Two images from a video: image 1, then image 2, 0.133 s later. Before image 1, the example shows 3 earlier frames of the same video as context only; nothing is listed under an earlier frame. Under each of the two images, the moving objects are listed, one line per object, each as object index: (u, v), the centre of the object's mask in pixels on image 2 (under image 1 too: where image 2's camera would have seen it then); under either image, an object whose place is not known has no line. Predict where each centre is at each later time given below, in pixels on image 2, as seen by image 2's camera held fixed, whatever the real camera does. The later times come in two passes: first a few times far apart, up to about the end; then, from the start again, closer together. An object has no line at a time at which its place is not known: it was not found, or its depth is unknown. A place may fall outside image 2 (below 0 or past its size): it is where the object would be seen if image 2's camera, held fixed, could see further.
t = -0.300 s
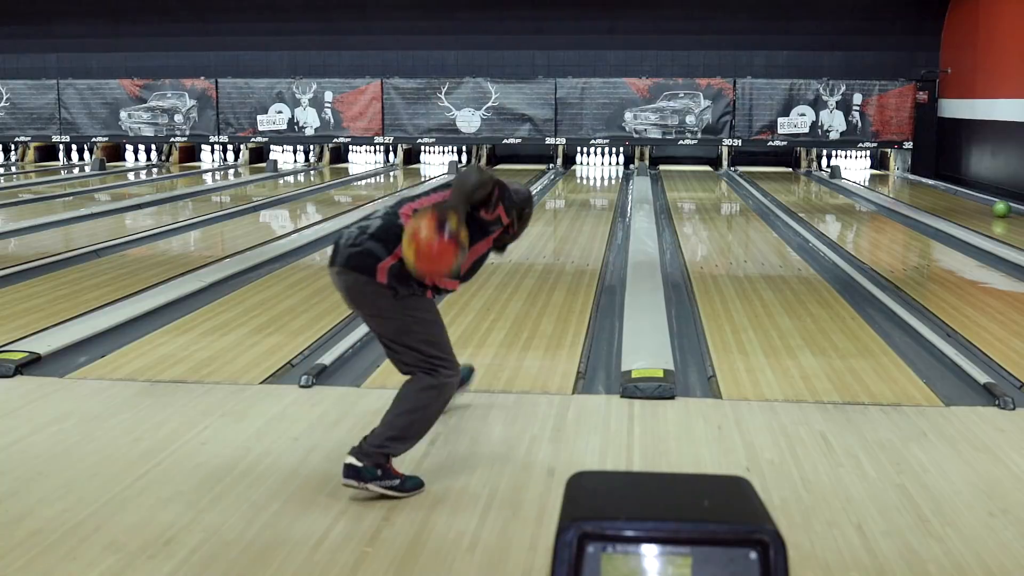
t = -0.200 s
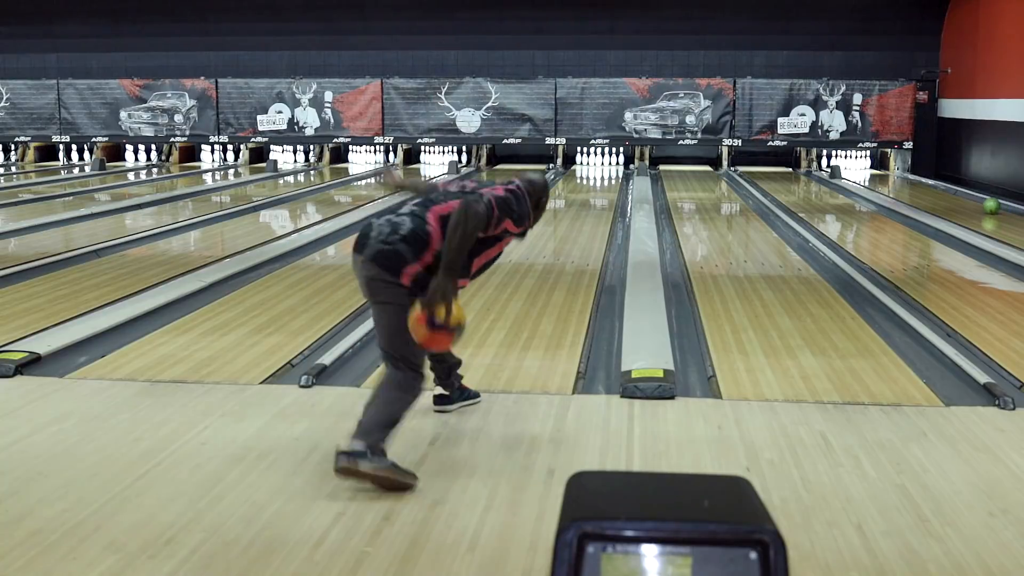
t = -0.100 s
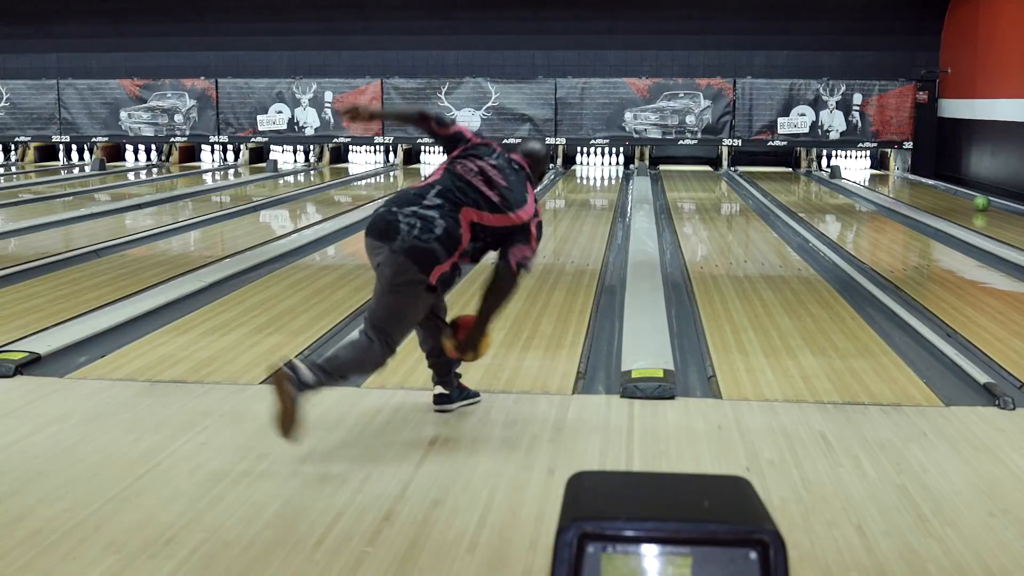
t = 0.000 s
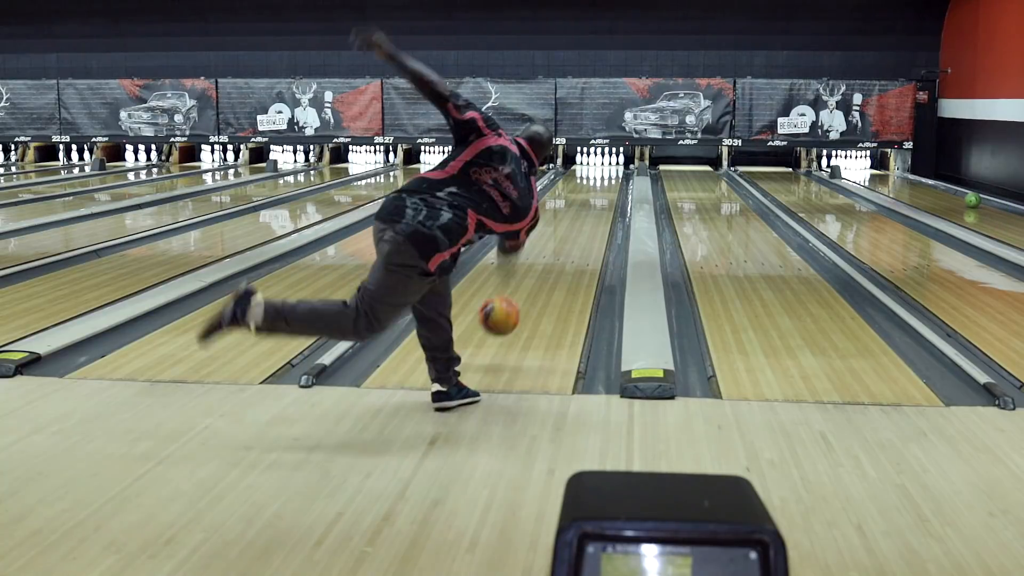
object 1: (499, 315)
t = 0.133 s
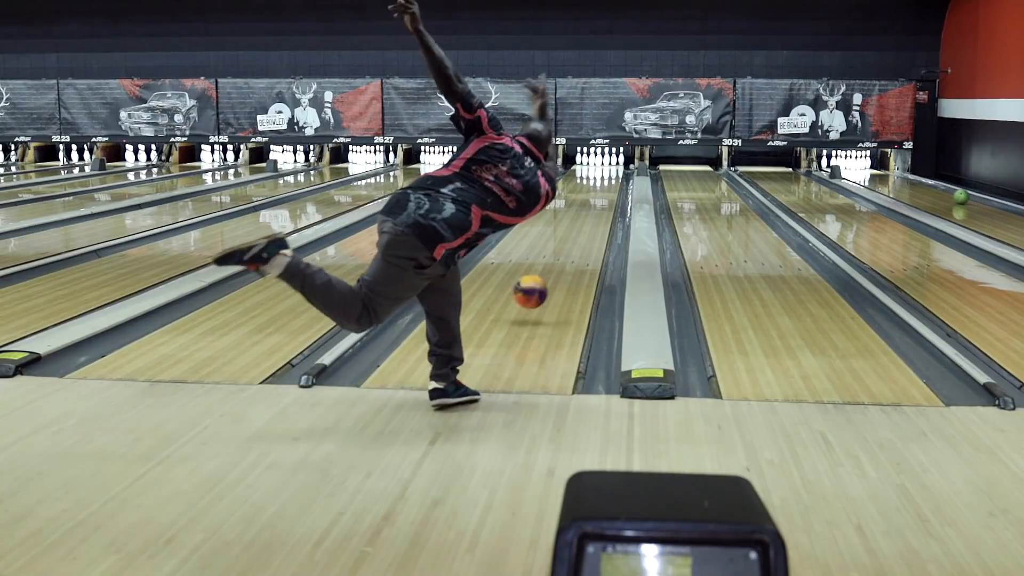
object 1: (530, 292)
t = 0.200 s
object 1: (542, 292)
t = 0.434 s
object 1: (575, 253)
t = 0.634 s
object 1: (590, 230)
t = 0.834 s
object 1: (601, 213)
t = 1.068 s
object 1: (608, 198)
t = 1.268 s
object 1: (612, 189)
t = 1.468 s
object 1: (614, 181)
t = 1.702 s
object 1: (613, 173)
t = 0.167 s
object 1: (537, 291)
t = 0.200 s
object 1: (542, 292)
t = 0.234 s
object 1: (547, 286)
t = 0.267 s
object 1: (553, 279)
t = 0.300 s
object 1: (557, 273)
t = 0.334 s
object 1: (561, 268)
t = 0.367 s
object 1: (565, 264)
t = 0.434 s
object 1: (575, 253)
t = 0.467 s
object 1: (576, 249)
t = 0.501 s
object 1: (579, 245)
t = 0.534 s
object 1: (582, 241)
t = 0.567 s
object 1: (584, 238)
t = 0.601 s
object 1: (587, 234)
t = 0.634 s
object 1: (590, 230)
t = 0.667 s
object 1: (592, 228)
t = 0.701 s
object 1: (594, 225)
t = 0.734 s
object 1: (595, 221)
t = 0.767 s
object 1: (597, 218)
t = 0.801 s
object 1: (599, 215)
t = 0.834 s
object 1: (601, 213)
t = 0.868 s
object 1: (602, 210)
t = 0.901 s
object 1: (603, 208)
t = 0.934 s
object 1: (604, 207)
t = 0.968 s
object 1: (605, 204)
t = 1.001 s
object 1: (606, 203)
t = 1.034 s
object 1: (608, 201)
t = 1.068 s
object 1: (608, 198)
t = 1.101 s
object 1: (609, 196)
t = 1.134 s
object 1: (610, 195)
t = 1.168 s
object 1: (610, 193)
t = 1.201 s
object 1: (611, 192)
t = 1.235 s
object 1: (611, 191)
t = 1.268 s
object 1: (612, 189)
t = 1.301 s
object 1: (612, 187)
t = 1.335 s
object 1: (613, 186)
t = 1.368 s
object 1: (614, 184)
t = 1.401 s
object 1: (613, 183)
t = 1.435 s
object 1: (613, 182)
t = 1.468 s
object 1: (614, 181)
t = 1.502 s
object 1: (614, 179)
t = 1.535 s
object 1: (614, 178)
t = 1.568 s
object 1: (614, 177)
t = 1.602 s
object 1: (613, 176)
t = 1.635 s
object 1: (613, 175)
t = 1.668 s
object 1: (613, 173)
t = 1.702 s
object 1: (613, 173)
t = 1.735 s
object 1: (612, 172)
